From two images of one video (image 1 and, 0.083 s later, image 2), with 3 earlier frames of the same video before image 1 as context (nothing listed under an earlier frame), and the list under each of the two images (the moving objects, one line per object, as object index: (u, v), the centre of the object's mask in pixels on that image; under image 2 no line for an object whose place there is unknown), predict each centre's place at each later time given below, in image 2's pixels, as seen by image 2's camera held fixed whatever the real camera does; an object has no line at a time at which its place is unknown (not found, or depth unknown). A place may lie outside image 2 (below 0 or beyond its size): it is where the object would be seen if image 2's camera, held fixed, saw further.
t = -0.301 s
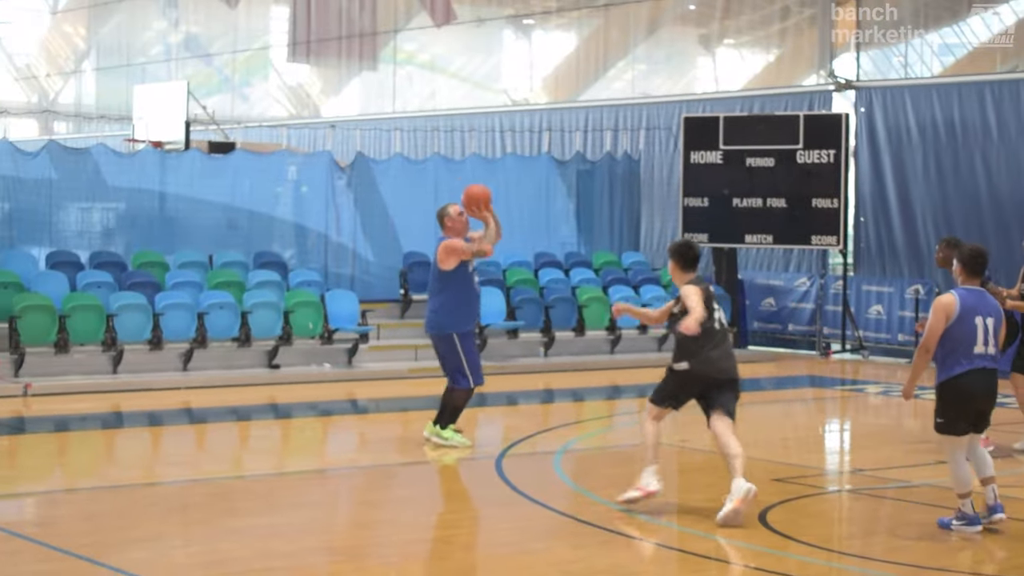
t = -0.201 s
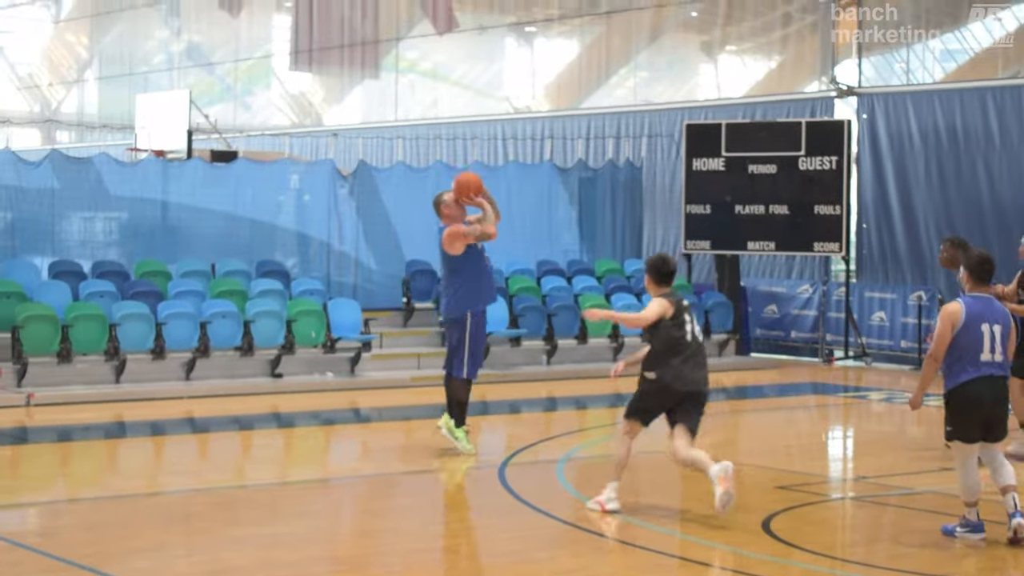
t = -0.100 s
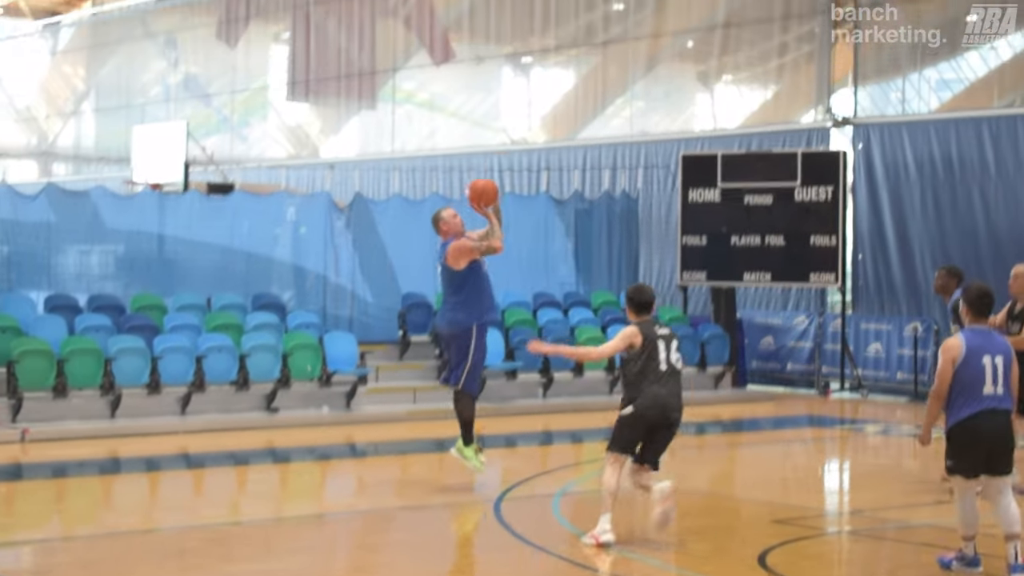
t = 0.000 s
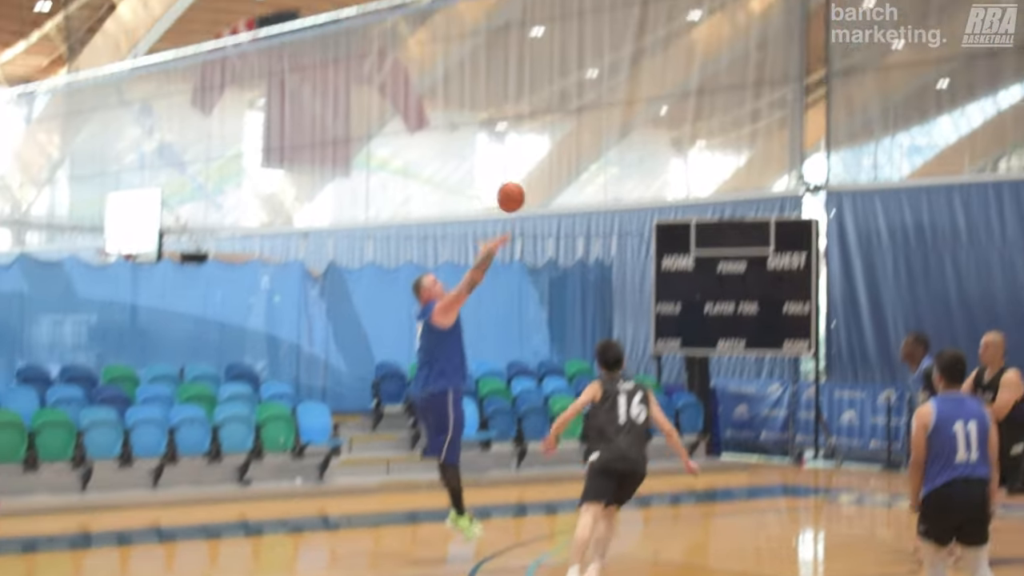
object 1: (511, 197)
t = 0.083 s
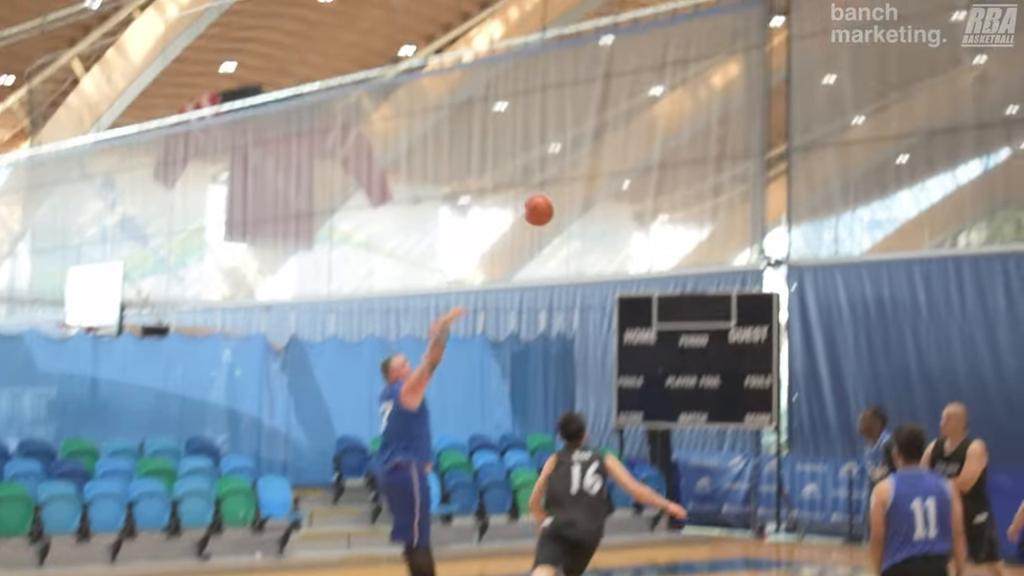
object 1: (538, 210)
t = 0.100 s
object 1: (553, 198)
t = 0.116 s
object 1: (566, 187)
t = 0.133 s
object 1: (580, 178)
